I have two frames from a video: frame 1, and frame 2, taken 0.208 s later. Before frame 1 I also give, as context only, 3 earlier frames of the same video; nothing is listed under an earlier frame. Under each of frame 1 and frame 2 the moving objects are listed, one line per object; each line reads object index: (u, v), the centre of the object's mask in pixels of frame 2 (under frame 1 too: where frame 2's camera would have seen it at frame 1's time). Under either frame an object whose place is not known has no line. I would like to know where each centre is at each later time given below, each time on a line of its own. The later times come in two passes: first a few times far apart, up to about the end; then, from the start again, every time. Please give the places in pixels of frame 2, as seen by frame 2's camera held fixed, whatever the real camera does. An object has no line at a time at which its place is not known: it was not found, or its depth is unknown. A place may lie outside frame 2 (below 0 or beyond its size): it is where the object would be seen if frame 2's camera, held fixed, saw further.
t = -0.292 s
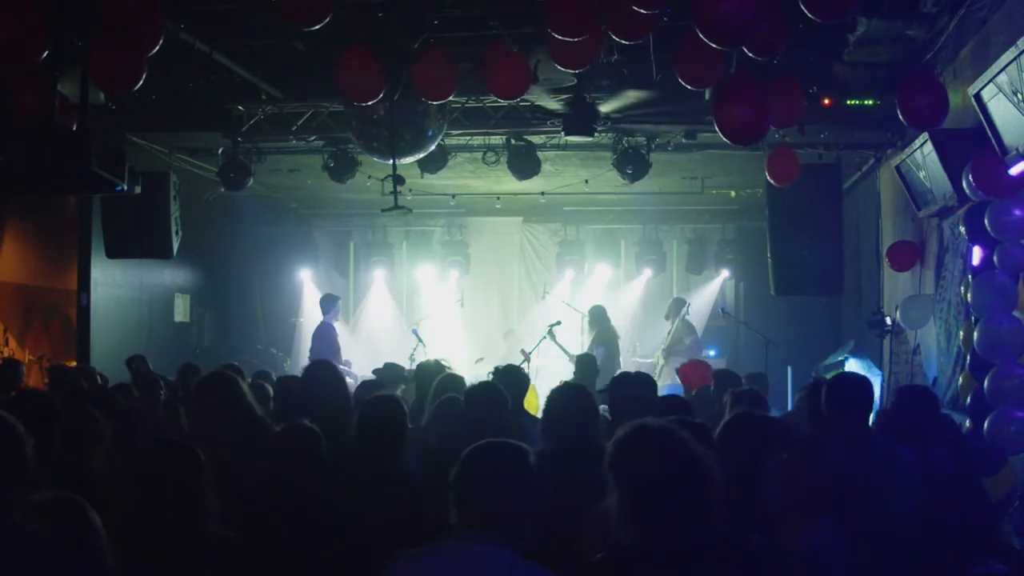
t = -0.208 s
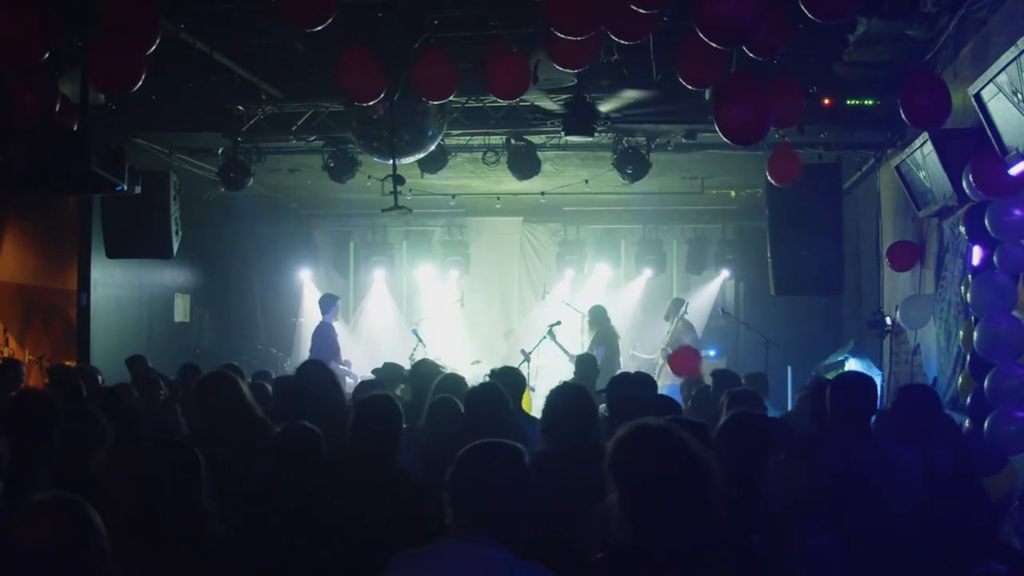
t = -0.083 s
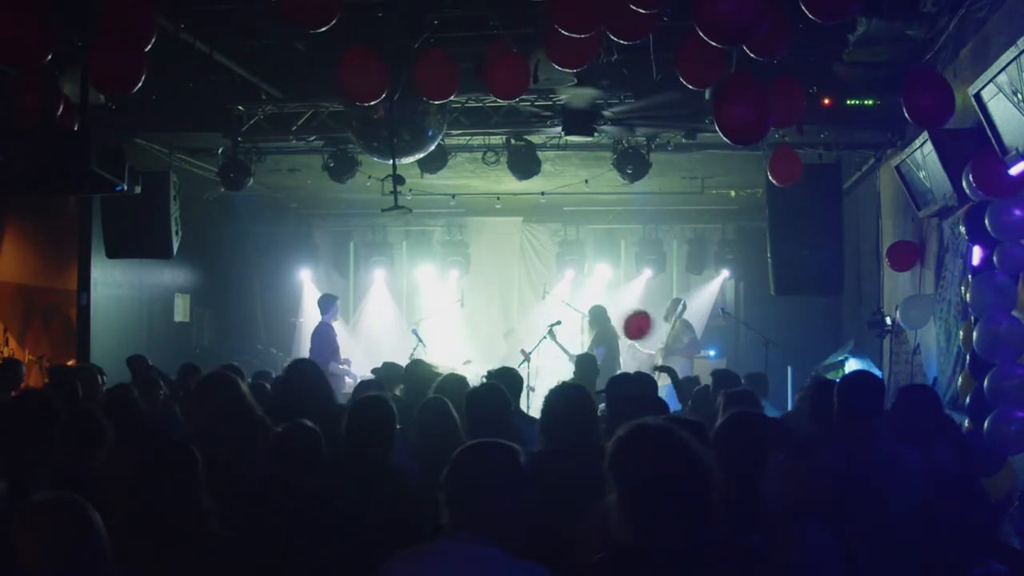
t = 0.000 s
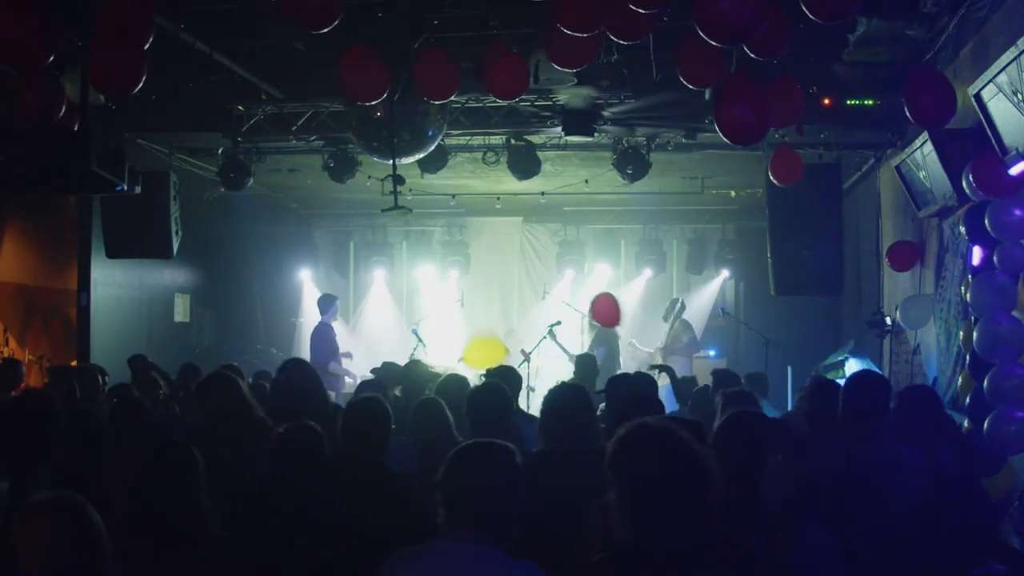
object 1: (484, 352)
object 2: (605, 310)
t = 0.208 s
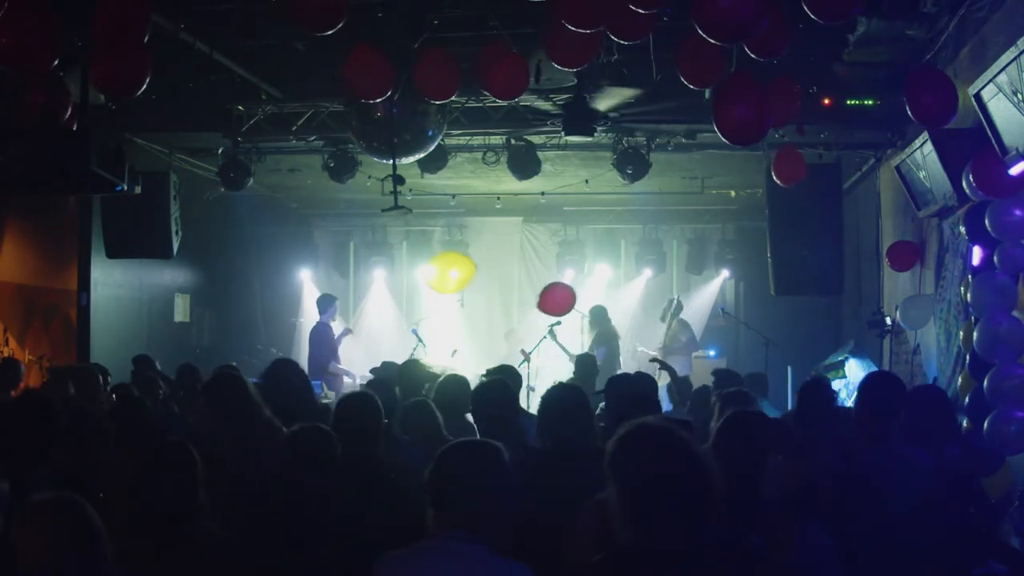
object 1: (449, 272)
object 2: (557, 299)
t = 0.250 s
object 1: (446, 266)
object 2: (550, 301)
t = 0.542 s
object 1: (446, 274)
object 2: (518, 326)
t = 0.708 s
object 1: (456, 309)
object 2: (512, 351)
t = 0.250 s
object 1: (446, 266)
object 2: (550, 301)
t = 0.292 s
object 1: (443, 263)
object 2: (544, 303)
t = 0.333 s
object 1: (442, 261)
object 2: (538, 305)
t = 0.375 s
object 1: (442, 261)
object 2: (534, 308)
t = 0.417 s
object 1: (442, 262)
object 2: (529, 312)
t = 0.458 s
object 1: (443, 264)
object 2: (525, 316)
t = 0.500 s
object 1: (444, 269)
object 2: (521, 321)
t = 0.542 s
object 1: (446, 274)
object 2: (518, 326)
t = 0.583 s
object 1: (449, 281)
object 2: (516, 332)
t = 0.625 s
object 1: (451, 289)
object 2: (514, 339)
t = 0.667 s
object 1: (453, 299)
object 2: (513, 346)
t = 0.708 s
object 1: (456, 309)
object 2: (512, 351)
